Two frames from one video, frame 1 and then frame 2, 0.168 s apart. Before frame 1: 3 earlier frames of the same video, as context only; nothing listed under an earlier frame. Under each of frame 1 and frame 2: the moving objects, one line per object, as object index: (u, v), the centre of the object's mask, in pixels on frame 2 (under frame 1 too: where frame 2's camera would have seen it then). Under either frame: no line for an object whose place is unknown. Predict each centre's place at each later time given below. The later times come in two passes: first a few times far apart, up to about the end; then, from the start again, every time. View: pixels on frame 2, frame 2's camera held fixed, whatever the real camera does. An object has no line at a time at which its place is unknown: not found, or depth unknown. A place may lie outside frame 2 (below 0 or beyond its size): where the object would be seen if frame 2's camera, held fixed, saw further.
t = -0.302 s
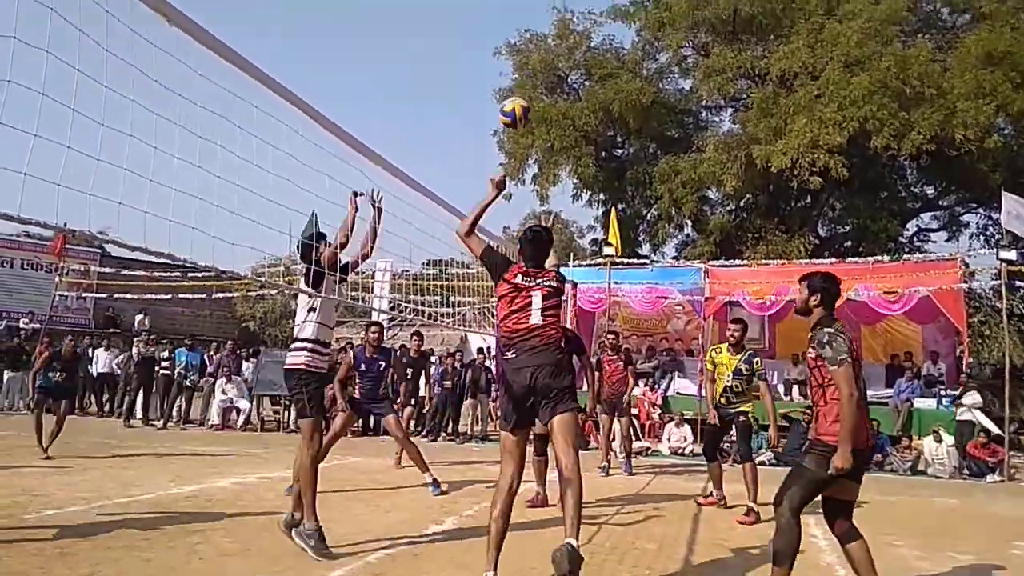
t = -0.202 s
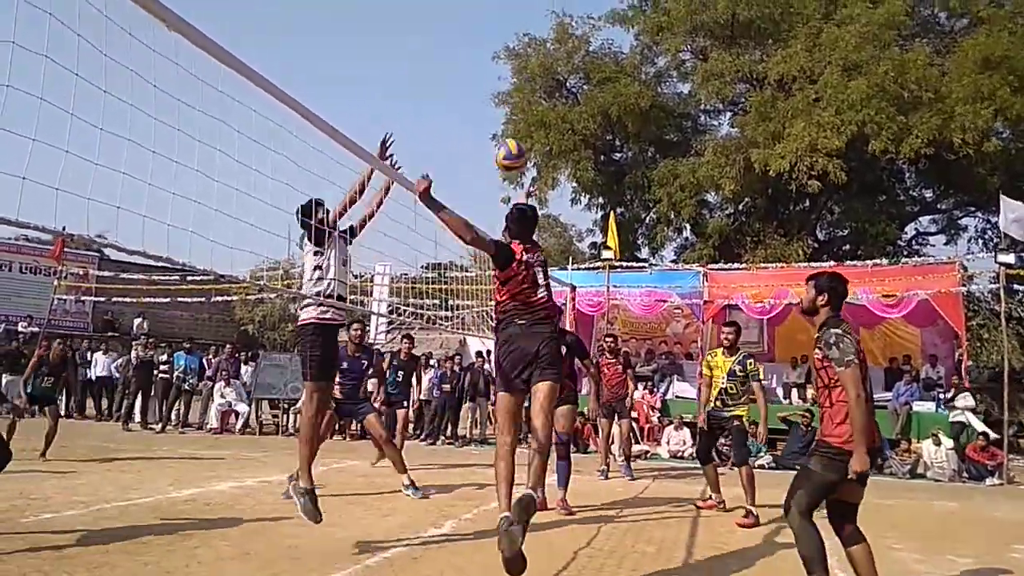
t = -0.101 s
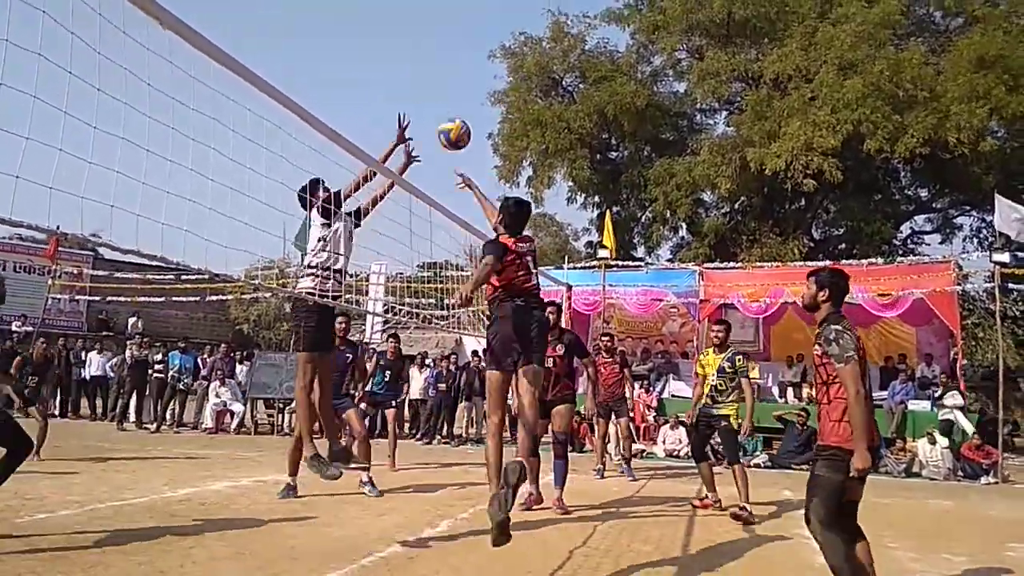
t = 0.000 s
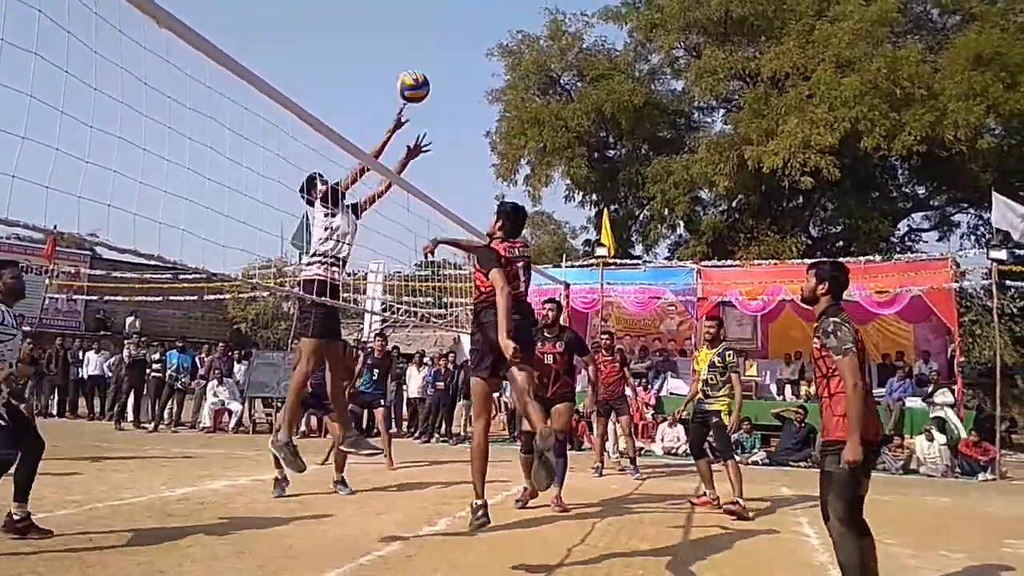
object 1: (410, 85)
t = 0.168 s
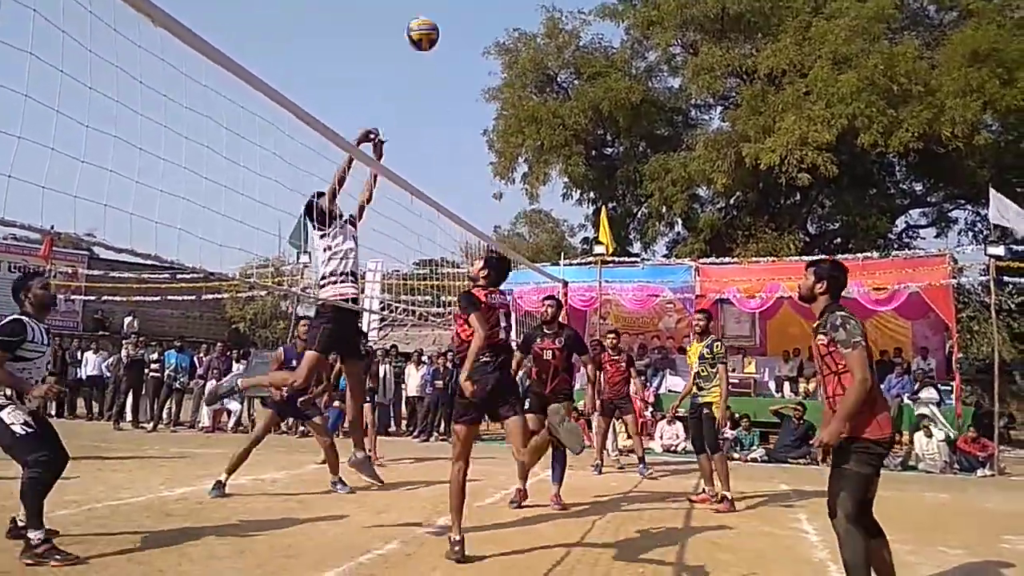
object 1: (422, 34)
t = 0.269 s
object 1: (430, 21)
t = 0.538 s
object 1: (449, 61)
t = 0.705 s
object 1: (459, 147)
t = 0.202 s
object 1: (425, 28)
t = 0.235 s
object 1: (428, 23)
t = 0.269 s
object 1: (430, 21)
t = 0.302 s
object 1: (432, 20)
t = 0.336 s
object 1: (435, 21)
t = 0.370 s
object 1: (437, 24)
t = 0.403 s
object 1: (439, 28)
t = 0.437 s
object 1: (442, 34)
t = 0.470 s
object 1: (444, 40)
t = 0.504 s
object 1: (447, 50)
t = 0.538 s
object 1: (449, 61)
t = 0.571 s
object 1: (450, 75)
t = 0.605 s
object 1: (452, 90)
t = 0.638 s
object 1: (454, 107)
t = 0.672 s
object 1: (456, 127)
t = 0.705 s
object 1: (459, 147)
